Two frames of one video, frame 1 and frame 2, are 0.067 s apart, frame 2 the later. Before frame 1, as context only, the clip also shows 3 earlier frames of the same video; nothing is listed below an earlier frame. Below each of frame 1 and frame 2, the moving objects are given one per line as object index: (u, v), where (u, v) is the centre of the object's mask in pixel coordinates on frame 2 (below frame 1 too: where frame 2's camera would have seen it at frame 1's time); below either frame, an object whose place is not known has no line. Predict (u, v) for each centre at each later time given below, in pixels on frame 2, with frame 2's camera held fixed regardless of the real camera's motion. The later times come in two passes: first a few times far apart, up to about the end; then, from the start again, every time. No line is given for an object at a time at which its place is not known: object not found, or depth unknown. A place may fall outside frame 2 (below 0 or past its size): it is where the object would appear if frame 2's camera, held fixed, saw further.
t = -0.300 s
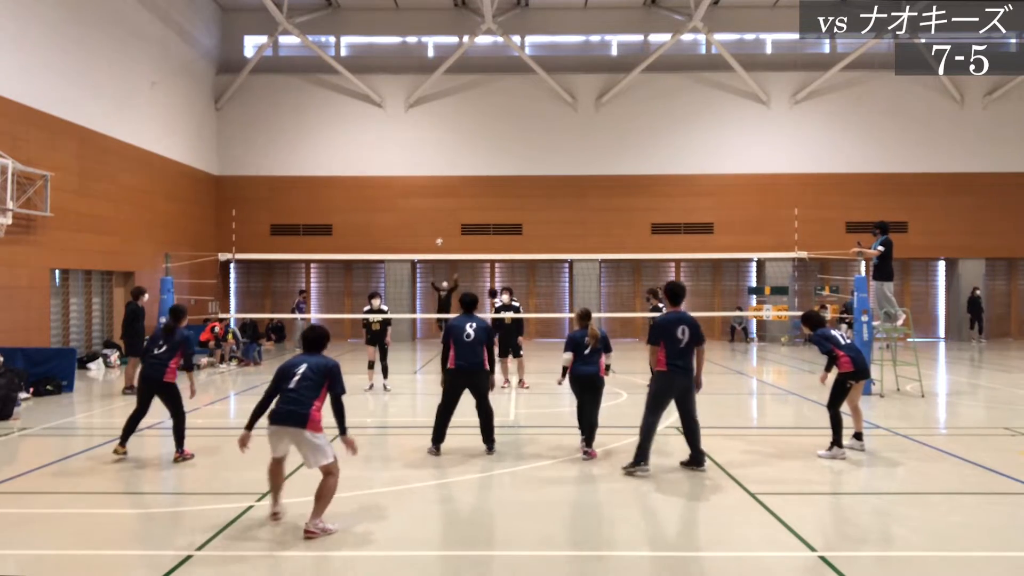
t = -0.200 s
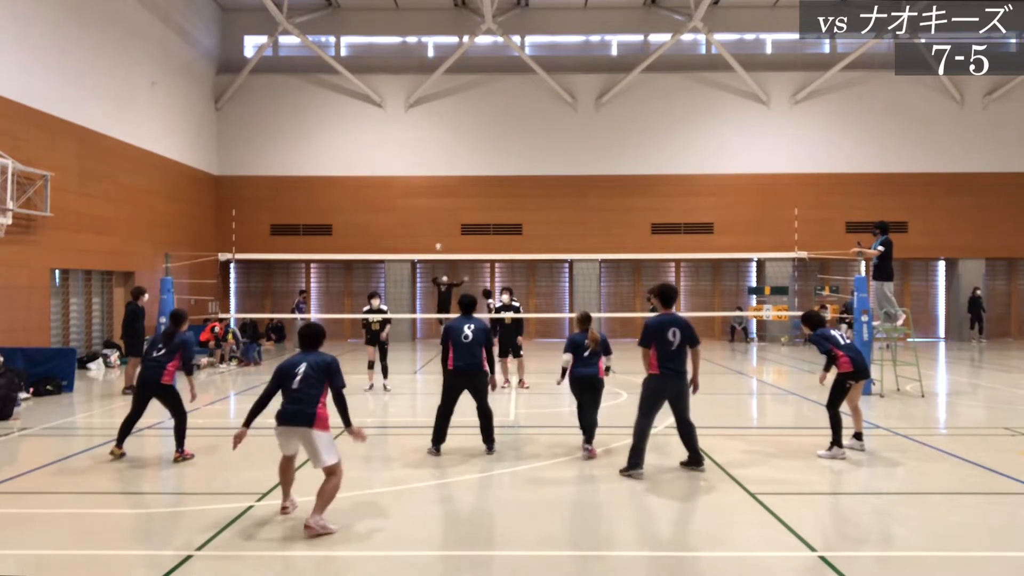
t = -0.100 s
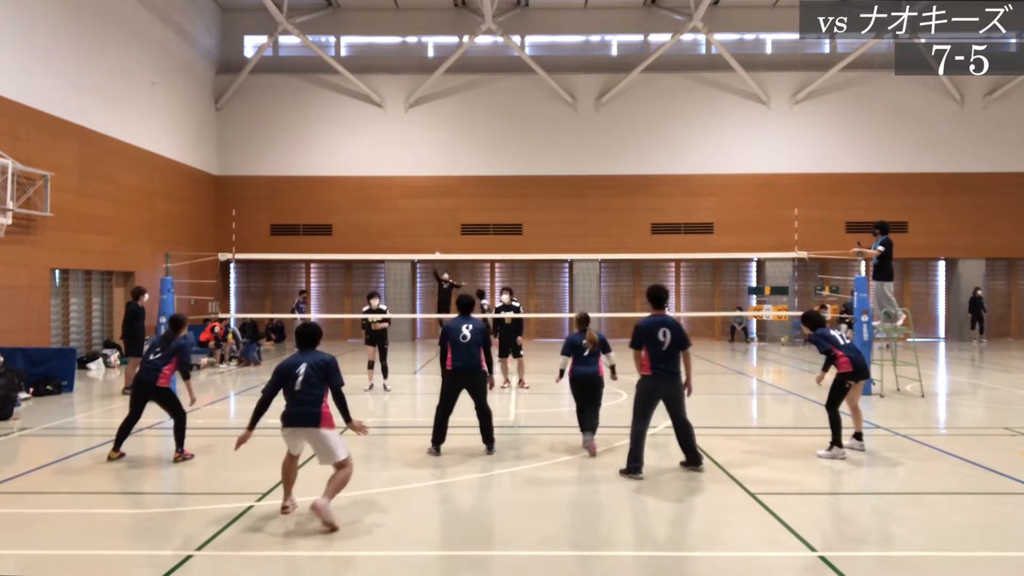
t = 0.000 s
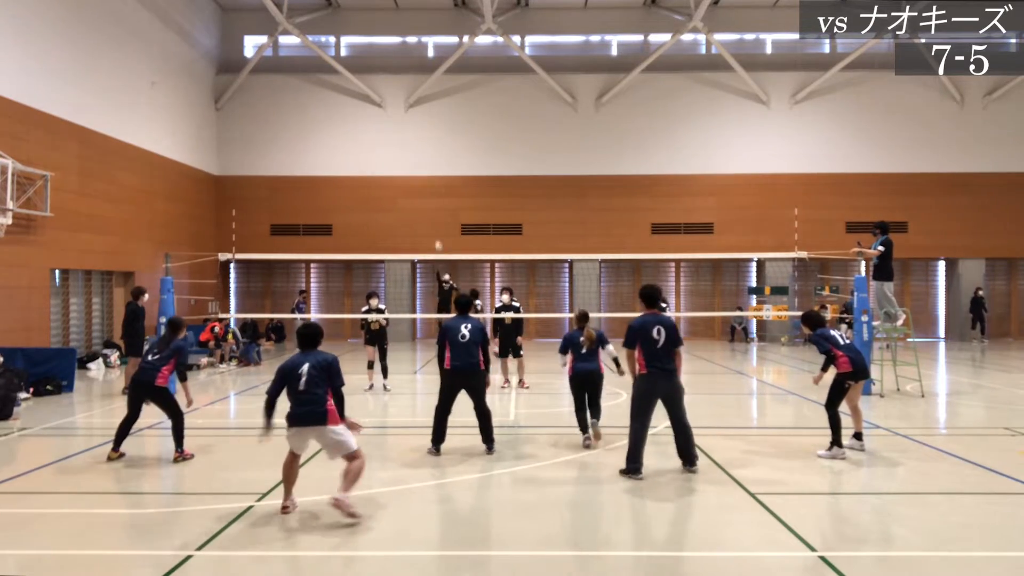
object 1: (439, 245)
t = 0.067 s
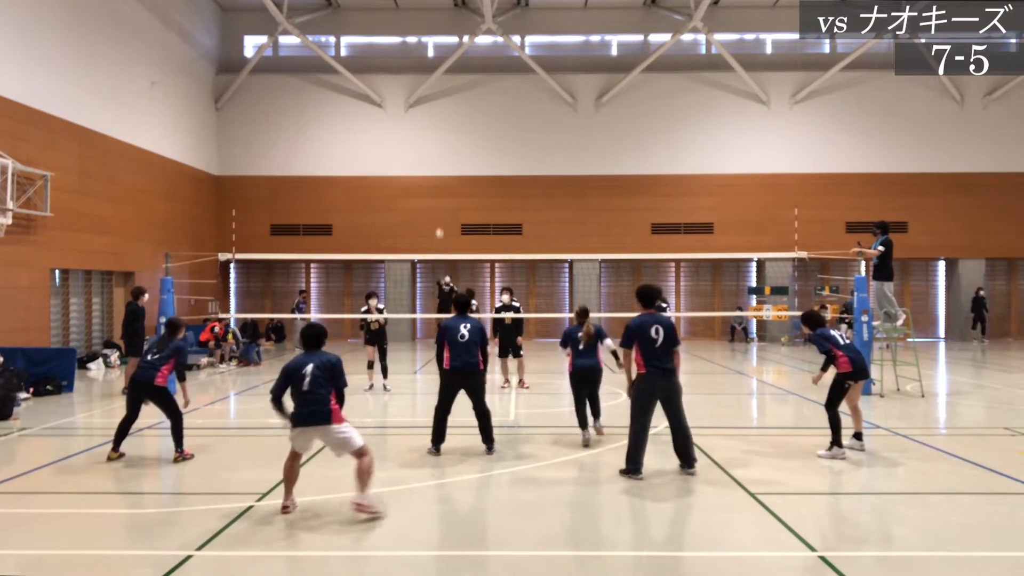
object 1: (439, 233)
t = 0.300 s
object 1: (447, 194)
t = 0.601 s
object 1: (464, 169)
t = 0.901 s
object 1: (476, 196)
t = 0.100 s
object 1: (440, 227)
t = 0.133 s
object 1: (441, 221)
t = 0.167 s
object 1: (442, 215)
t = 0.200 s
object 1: (443, 209)
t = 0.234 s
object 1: (444, 204)
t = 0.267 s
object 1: (446, 199)
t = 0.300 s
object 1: (447, 194)
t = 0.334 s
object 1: (448, 190)
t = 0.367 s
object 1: (450, 186)
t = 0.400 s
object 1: (452, 183)
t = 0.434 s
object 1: (454, 180)
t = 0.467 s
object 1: (457, 177)
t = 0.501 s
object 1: (458, 175)
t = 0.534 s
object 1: (460, 173)
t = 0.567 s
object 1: (462, 171)
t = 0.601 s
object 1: (464, 169)
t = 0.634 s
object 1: (466, 169)
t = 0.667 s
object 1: (467, 169)
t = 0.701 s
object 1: (469, 170)
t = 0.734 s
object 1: (471, 171)
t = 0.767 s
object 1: (471, 174)
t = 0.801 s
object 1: (473, 178)
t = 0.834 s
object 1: (474, 183)
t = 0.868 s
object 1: (475, 189)
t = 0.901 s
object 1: (476, 196)
